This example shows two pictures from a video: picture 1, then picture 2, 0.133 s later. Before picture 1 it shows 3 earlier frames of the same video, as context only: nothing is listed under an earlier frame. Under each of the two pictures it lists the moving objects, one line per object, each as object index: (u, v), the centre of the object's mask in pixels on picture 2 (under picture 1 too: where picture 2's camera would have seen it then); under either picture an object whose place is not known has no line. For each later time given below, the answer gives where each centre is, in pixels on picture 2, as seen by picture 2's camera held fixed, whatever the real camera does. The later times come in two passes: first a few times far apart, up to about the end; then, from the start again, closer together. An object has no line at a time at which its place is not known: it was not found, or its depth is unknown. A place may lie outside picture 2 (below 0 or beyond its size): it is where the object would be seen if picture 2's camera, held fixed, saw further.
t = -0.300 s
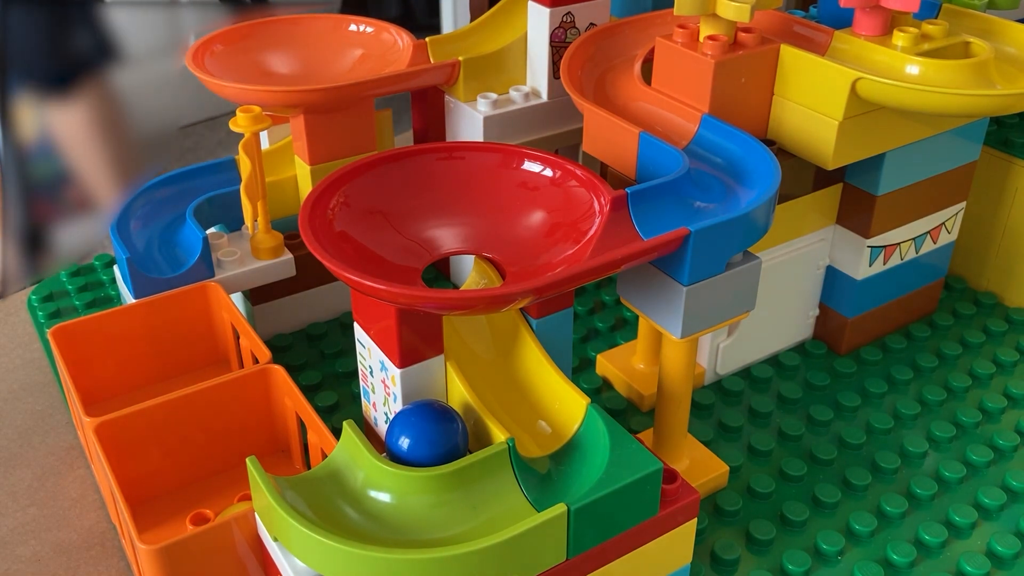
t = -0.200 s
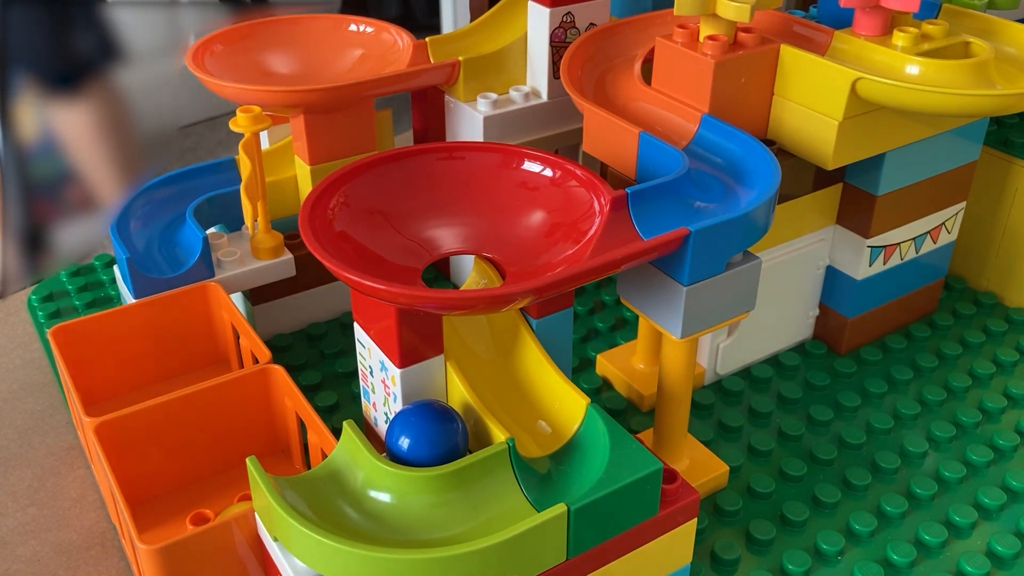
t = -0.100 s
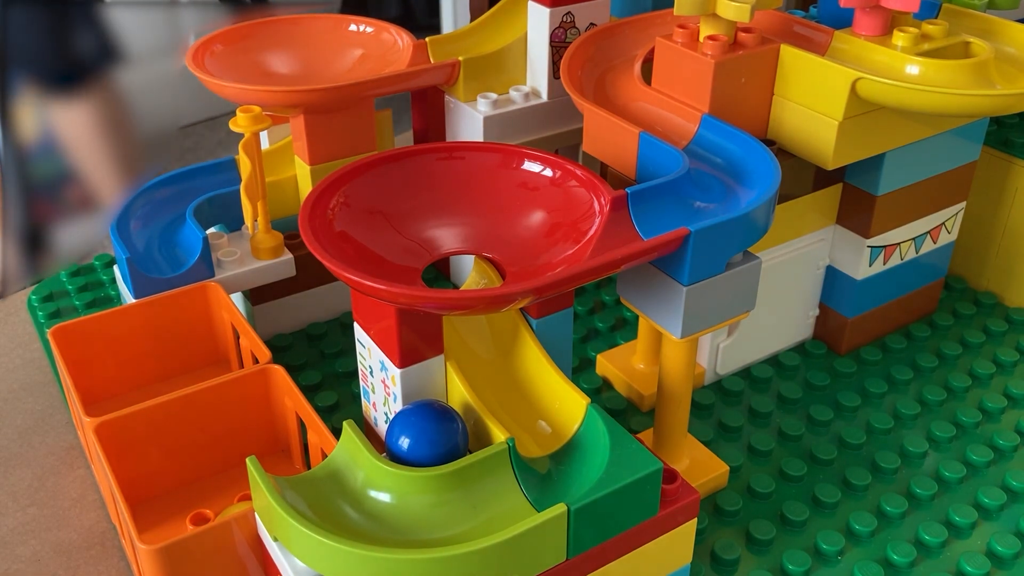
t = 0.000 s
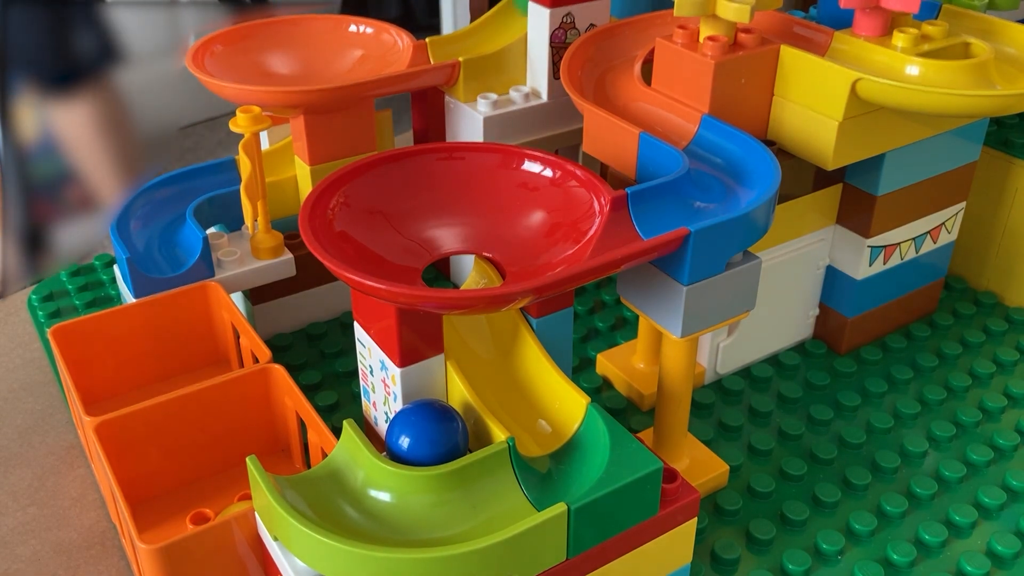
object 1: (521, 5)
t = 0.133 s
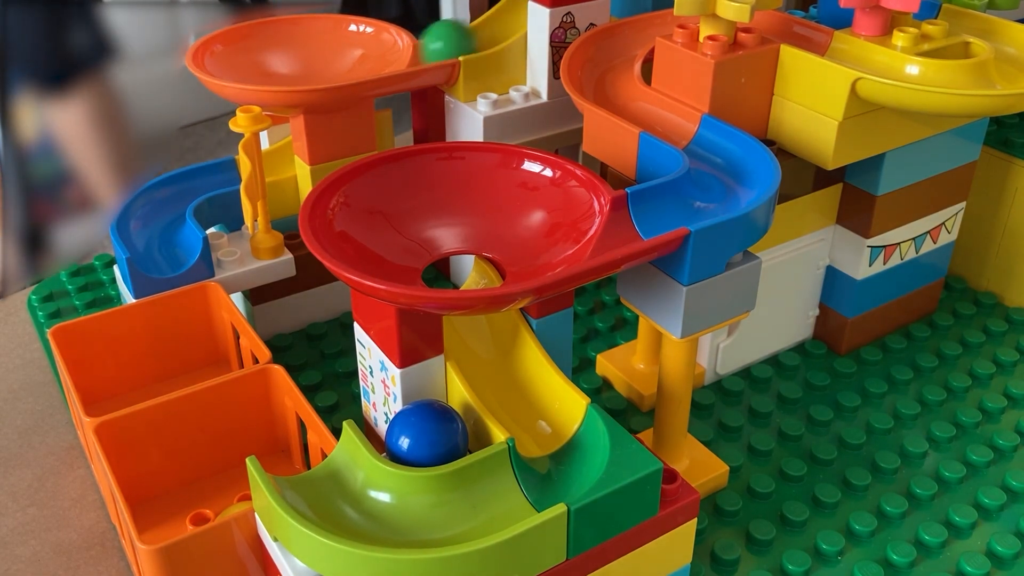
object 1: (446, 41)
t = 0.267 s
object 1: (347, 61)
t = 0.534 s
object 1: (267, 37)
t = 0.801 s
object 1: (334, 65)
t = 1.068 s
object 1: (280, 42)
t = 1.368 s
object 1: (305, 70)
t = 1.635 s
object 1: (307, 43)
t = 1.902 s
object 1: (299, 70)
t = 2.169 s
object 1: (310, 46)
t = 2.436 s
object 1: (299, 70)
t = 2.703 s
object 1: (308, 48)
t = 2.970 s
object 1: (304, 70)
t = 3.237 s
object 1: (303, 50)
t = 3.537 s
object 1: (296, 70)
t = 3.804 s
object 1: (310, 51)
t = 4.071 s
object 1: (303, 70)
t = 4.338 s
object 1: (304, 56)
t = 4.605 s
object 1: (309, 70)
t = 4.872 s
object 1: (296, 60)
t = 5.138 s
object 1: (321, 68)
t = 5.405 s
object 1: (284, 63)
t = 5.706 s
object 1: (323, 67)
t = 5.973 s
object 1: (279, 62)
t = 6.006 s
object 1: (290, 61)
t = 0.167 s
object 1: (423, 46)
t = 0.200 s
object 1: (399, 51)
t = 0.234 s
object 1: (373, 55)
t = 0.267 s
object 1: (347, 61)
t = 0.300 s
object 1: (319, 67)
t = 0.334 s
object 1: (288, 70)
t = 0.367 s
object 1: (261, 67)
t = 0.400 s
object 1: (242, 61)
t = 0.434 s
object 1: (233, 52)
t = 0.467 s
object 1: (233, 37)
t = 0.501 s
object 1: (245, 33)
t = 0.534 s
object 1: (267, 37)
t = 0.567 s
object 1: (295, 44)
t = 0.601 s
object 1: (321, 48)
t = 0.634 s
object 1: (343, 53)
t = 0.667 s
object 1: (358, 54)
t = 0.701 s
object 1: (364, 55)
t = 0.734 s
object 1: (362, 57)
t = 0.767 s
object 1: (351, 61)
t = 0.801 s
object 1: (334, 65)
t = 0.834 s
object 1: (314, 69)
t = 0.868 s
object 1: (292, 70)
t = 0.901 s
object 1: (273, 69)
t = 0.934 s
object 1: (260, 65)
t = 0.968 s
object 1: (255, 59)
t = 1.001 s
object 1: (257, 51)
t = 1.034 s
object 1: (266, 45)
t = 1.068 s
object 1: (280, 42)
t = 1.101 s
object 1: (297, 43)
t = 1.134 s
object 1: (316, 48)
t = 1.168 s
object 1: (332, 54)
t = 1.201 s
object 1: (343, 58)
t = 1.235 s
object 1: (348, 61)
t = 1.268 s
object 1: (346, 63)
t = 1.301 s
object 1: (336, 66)
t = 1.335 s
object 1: (322, 68)
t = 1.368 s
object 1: (305, 70)
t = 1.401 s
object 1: (289, 70)
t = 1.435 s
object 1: (276, 70)
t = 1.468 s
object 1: (269, 67)
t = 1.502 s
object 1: (266, 63)
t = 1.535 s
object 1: (270, 57)
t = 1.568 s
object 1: (279, 49)
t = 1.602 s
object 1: (291, 44)
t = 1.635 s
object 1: (307, 43)
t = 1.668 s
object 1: (321, 47)
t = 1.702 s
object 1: (334, 53)
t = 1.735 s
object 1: (341, 58)
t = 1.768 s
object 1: (343, 62)
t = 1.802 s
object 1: (338, 65)
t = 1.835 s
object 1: (328, 68)
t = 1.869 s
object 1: (314, 69)
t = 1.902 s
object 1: (299, 70)
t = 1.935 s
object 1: (285, 70)
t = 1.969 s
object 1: (275, 69)
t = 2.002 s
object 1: (269, 67)
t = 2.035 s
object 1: (269, 64)
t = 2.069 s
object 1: (273, 59)
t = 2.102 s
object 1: (282, 53)
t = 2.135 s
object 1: (295, 47)
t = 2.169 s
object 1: (310, 46)
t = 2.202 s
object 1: (323, 48)
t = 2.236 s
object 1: (334, 53)
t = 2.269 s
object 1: (341, 58)
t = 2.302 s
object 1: (341, 62)
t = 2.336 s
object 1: (336, 65)
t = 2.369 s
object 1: (327, 68)
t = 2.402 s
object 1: (314, 69)
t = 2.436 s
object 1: (299, 70)
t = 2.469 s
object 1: (285, 70)
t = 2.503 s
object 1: (276, 69)
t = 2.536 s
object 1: (270, 68)
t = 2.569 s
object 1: (270, 65)
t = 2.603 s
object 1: (274, 61)
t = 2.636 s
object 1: (283, 56)
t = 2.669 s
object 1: (295, 51)
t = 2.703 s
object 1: (308, 48)
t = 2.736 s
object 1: (321, 48)
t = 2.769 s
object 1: (332, 53)
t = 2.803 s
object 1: (338, 57)
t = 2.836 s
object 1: (340, 61)
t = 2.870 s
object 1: (336, 65)
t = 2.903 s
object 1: (328, 67)
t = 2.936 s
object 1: (317, 69)
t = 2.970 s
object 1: (304, 70)
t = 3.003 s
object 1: (291, 70)
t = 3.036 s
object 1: (281, 70)
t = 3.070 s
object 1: (275, 69)
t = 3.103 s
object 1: (273, 67)
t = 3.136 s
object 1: (275, 64)
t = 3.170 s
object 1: (282, 60)
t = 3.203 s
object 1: (292, 54)
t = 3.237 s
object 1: (303, 50)
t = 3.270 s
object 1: (315, 49)
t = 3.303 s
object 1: (326, 51)
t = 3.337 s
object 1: (333, 56)
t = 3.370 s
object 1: (337, 60)
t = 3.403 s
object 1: (335, 63)
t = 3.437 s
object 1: (329, 66)
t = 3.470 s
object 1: (320, 69)
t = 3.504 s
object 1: (308, 70)
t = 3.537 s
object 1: (296, 70)
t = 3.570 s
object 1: (286, 70)
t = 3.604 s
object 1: (279, 70)
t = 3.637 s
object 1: (275, 68)
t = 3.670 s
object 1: (275, 66)
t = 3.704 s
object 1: (280, 63)
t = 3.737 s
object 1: (288, 59)
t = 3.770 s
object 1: (299, 54)
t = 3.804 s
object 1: (310, 51)
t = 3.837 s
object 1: (320, 50)
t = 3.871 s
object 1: (329, 53)
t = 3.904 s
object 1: (334, 57)
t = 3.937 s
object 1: (335, 61)
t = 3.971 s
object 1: (332, 64)
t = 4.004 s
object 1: (325, 67)
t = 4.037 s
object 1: (315, 69)
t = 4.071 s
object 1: (303, 70)
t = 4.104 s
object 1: (291, 70)
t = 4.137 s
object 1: (282, 70)
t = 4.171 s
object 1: (277, 69)
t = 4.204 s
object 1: (275, 68)
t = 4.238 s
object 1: (277, 66)
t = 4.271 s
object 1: (283, 63)
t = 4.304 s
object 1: (293, 60)
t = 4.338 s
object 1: (304, 56)
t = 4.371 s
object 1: (315, 52)
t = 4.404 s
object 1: (325, 51)
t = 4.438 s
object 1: (332, 54)
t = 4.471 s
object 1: (336, 58)
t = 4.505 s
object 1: (335, 62)
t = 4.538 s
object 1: (329, 65)
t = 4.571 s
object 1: (320, 68)
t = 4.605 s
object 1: (309, 70)
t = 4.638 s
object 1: (296, 70)
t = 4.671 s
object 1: (285, 70)
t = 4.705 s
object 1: (277, 70)
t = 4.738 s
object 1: (273, 69)
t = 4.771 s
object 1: (273, 68)
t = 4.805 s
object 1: (277, 66)
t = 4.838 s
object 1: (285, 63)
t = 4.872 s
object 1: (296, 60)
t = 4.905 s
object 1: (308, 57)
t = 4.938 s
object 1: (320, 55)
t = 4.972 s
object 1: (330, 54)
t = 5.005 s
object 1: (336, 55)
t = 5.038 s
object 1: (339, 58)
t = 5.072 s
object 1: (337, 61)
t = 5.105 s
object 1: (331, 65)
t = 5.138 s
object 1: (321, 68)
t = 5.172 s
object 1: (308, 70)
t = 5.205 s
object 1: (294, 70)
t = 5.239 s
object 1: (282, 70)
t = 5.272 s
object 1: (273, 69)
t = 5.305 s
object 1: (270, 68)
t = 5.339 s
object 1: (270, 66)
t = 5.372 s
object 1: (275, 65)
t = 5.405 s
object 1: (284, 63)
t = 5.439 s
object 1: (296, 60)
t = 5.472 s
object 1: (309, 58)
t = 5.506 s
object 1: (321, 57)
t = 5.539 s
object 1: (332, 56)
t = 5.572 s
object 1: (338, 56)
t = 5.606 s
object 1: (341, 58)
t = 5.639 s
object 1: (340, 61)
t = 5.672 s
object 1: (333, 64)
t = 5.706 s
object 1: (323, 67)
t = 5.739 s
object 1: (310, 69)
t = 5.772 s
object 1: (296, 70)
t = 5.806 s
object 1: (284, 70)
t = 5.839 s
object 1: (274, 68)
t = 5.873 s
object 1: (268, 67)
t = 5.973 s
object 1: (279, 62)
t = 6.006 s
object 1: (290, 61)
